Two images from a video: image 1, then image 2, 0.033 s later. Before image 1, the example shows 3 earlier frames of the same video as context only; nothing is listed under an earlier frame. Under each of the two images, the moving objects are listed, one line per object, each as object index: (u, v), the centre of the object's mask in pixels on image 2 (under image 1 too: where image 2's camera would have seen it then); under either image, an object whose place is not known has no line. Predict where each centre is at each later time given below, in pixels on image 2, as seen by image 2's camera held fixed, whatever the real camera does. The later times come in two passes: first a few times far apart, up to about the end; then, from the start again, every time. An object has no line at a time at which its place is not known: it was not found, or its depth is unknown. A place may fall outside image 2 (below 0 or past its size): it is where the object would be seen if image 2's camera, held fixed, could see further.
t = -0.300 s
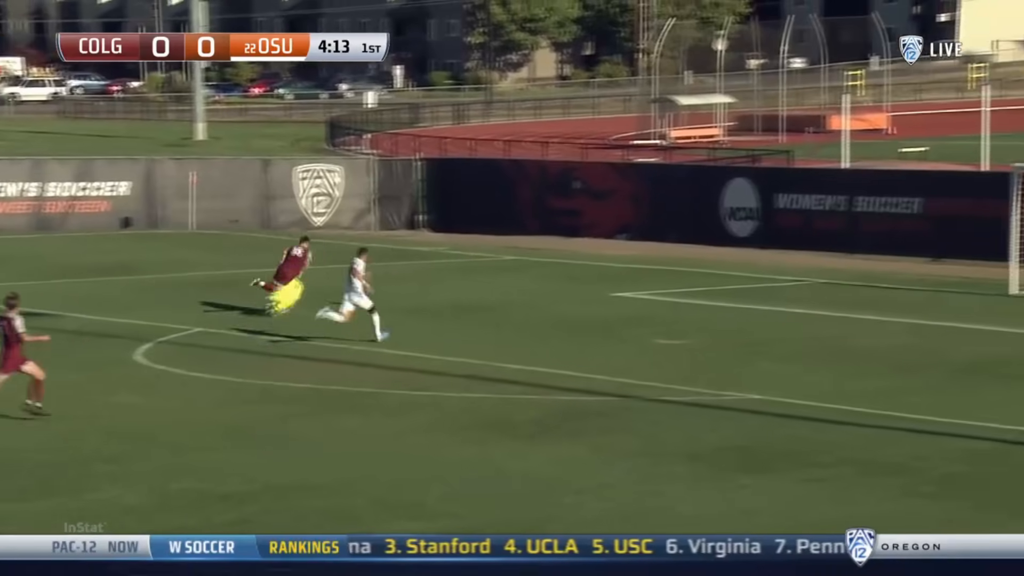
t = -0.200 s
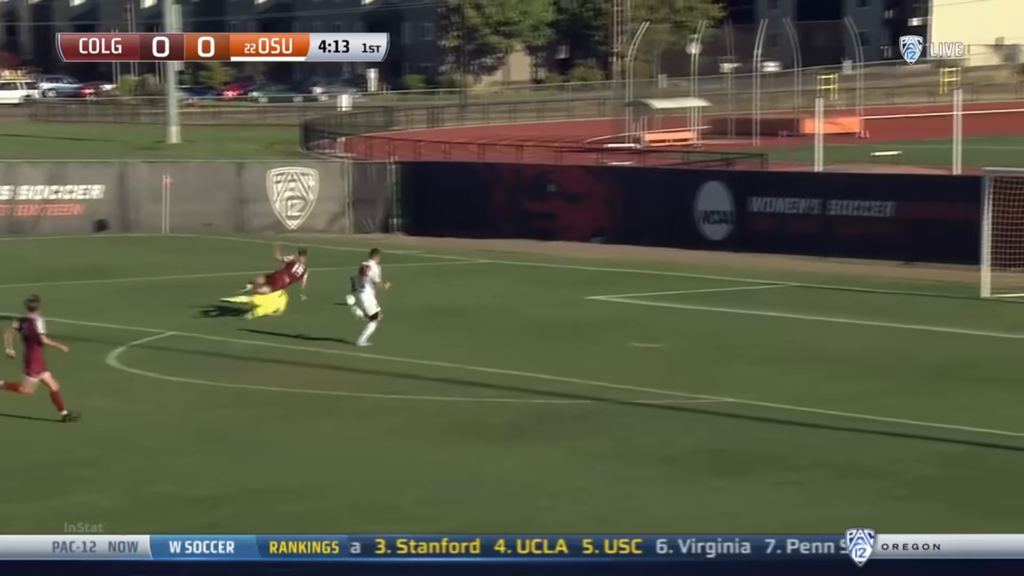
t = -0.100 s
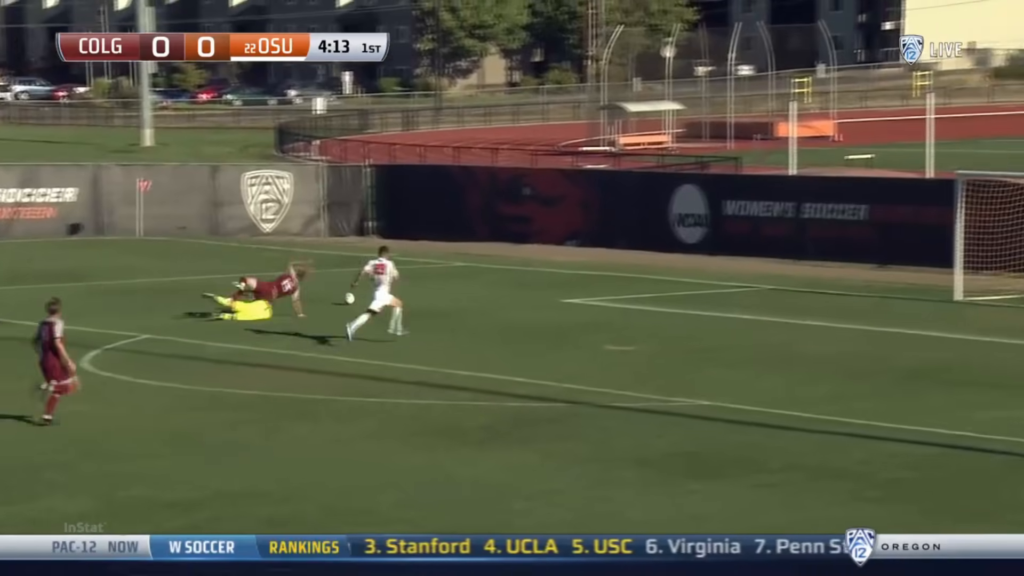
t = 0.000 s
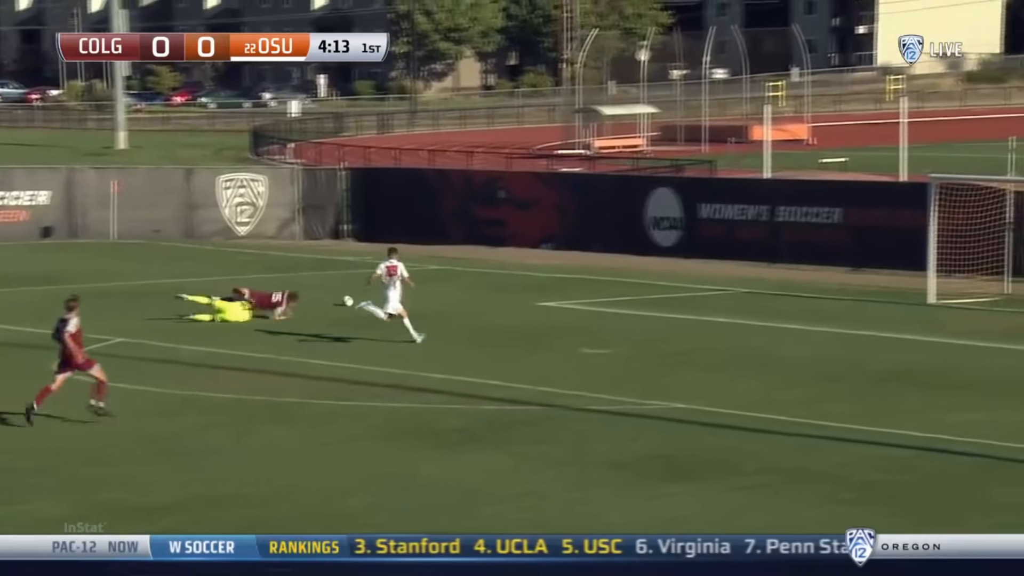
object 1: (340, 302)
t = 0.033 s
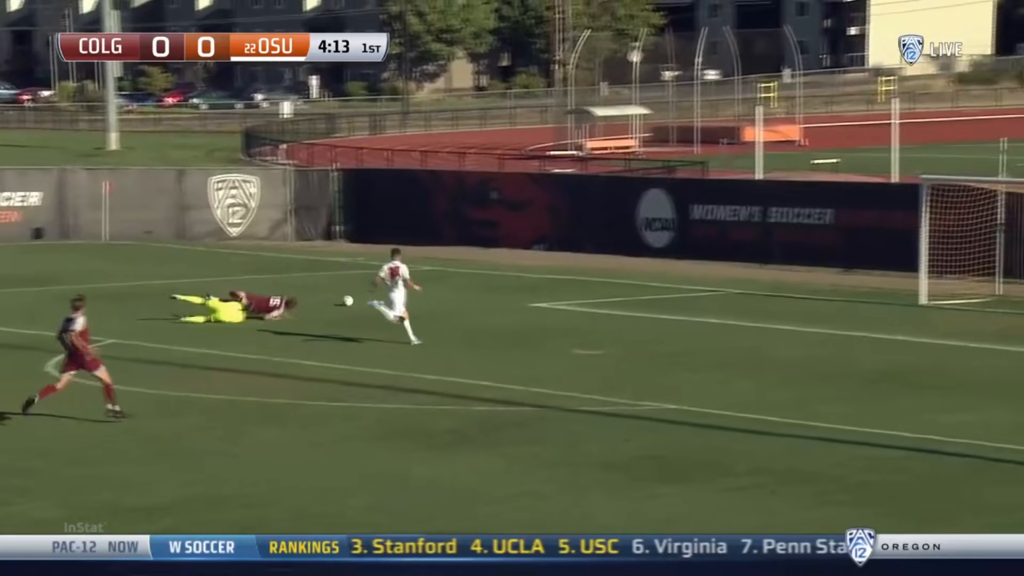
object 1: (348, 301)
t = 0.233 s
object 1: (391, 296)
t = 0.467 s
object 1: (436, 292)
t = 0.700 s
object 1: (477, 288)
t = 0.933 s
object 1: (516, 284)
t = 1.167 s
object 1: (553, 281)
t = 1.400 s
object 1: (586, 277)
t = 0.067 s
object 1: (355, 300)
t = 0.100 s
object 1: (362, 299)
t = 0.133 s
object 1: (370, 299)
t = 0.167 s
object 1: (376, 299)
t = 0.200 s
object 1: (383, 297)
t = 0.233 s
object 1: (391, 296)
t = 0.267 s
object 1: (398, 295)
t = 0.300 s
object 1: (404, 295)
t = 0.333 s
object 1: (411, 294)
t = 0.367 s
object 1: (417, 294)
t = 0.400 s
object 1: (424, 293)
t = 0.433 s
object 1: (430, 292)
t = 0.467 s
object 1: (436, 292)
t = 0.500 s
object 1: (443, 292)
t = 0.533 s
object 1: (449, 291)
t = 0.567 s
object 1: (455, 290)
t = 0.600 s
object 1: (461, 289)
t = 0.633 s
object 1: (466, 289)
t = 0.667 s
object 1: (472, 289)
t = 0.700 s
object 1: (477, 288)
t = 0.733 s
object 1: (483, 287)
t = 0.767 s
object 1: (489, 287)
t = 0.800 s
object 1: (494, 286)
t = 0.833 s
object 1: (500, 286)
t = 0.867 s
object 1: (505, 285)
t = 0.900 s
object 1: (511, 285)
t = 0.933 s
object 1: (516, 284)
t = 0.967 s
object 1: (521, 283)
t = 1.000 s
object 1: (527, 283)
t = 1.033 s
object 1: (532, 282)
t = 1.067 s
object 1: (537, 282)
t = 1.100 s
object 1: (542, 282)
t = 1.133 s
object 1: (547, 281)
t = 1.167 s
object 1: (553, 281)
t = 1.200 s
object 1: (558, 280)
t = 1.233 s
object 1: (563, 280)
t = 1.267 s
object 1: (568, 280)
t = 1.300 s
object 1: (573, 278)
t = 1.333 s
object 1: (577, 277)
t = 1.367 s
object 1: (581, 277)
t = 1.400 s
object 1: (586, 277)
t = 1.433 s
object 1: (591, 277)
